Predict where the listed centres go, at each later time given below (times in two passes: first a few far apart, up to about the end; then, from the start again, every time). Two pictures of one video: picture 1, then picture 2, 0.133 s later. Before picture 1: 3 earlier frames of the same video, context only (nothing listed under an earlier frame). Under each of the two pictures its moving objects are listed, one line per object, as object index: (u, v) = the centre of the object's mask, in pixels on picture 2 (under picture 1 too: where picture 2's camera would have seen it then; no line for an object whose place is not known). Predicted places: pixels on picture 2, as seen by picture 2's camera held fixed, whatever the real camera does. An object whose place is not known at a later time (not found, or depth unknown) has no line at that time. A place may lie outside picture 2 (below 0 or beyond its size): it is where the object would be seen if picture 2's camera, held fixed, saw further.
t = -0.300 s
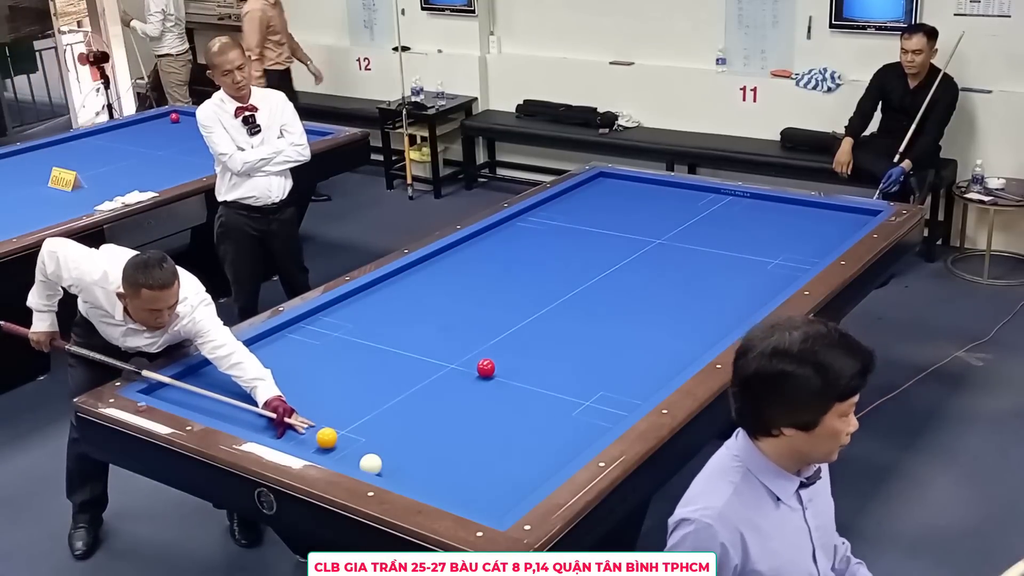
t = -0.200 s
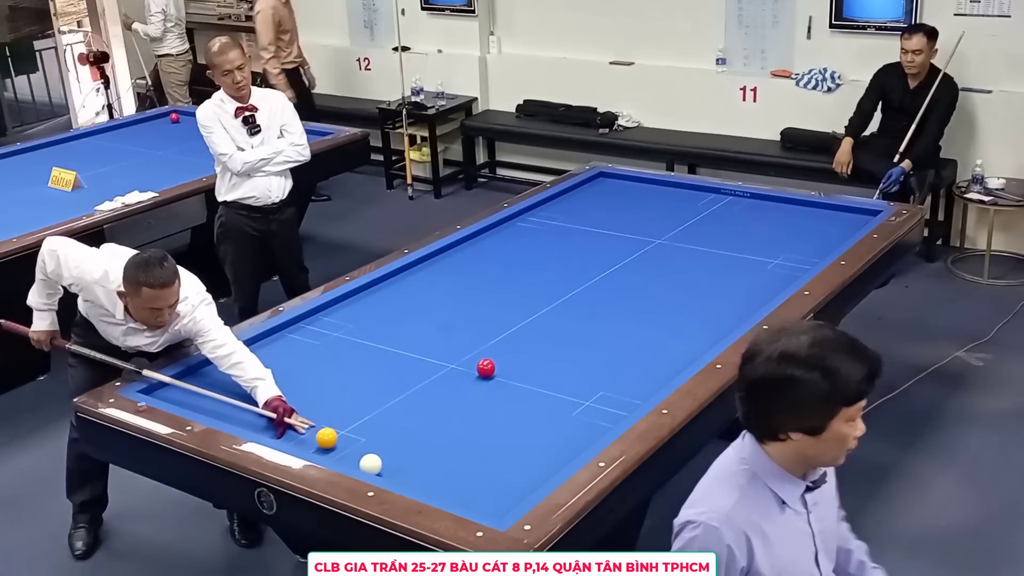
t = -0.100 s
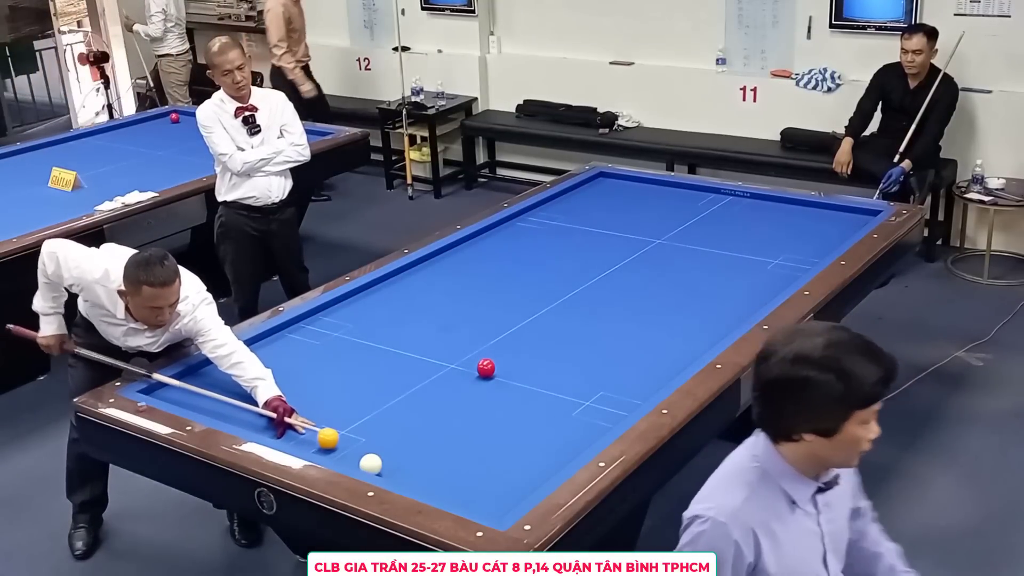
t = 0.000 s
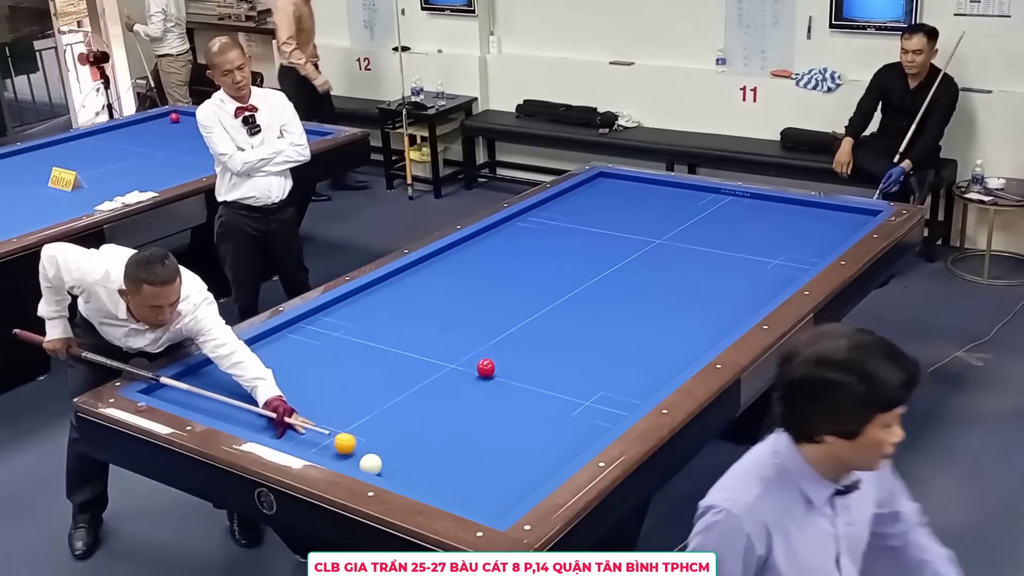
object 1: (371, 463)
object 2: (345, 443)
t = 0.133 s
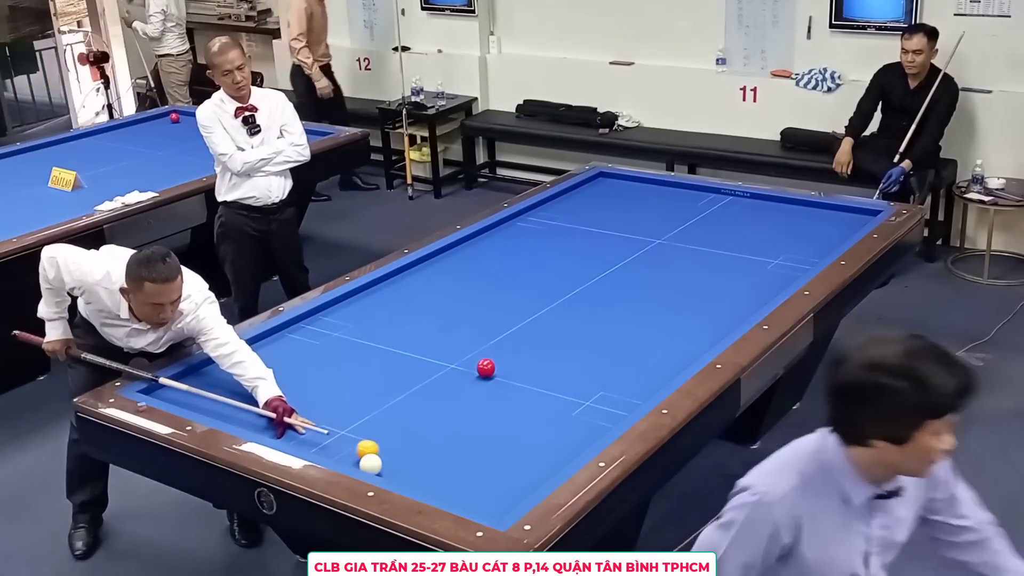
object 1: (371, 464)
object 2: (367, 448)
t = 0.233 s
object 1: (370, 465)
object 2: (386, 454)
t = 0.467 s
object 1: (377, 465)
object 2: (429, 458)
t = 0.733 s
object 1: (386, 464)
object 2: (478, 463)
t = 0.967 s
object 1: (393, 464)
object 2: (521, 467)
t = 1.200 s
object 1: (399, 462)
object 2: (545, 465)
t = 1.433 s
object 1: (405, 461)
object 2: (535, 452)
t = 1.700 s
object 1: (410, 460)
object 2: (523, 438)
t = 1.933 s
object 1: (413, 459)
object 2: (513, 426)
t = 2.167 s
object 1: (416, 459)
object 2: (505, 415)
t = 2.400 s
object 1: (418, 458)
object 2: (496, 405)
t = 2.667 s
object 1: (420, 458)
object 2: (488, 395)
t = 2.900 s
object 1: (421, 458)
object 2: (480, 386)
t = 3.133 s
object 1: (421, 458)
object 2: (474, 378)
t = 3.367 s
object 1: (421, 458)
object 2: (466, 371)
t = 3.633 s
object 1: (421, 458)
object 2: (456, 365)
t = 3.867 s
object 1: (421, 458)
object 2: (448, 360)
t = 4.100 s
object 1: (421, 458)
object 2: (440, 355)
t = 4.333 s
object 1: (421, 458)
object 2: (433, 351)
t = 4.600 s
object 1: (421, 458)
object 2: (425, 346)
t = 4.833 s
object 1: (421, 458)
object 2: (419, 342)
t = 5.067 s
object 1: (421, 458)
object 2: (413, 339)
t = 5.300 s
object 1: (421, 458)
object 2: (408, 336)
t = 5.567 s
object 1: (421, 458)
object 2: (402, 332)
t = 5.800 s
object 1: (421, 458)
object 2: (398, 330)
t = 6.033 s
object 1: (421, 458)
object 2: (393, 327)
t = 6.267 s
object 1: (421, 458)
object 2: (389, 325)
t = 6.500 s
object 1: (421, 458)
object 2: (386, 323)
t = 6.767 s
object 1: (421, 458)
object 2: (382, 321)
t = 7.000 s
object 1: (421, 458)
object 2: (379, 319)
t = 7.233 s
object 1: (421, 458)
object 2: (377, 318)
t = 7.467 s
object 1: (421, 458)
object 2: (375, 317)
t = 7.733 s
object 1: (421, 458)
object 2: (372, 316)
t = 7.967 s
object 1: (421, 458)
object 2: (371, 316)
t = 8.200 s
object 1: (421, 458)
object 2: (369, 315)
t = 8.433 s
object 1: (421, 458)
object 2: (369, 315)
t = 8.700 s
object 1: (421, 458)
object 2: (368, 315)
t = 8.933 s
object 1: (421, 458)
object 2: (368, 315)
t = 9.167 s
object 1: (421, 458)
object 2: (368, 315)
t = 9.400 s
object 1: (421, 458)
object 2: (368, 315)
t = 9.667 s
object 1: (421, 458)
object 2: (368, 315)
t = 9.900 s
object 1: (421, 458)
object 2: (368, 315)
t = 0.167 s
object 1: (371, 464)
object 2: (373, 449)
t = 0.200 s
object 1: (371, 464)
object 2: (380, 452)
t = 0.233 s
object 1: (370, 465)
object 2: (386, 454)
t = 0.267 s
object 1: (370, 465)
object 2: (391, 455)
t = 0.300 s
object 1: (371, 465)
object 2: (398, 455)
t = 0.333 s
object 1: (372, 465)
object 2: (404, 456)
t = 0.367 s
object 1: (373, 465)
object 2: (410, 456)
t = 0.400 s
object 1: (375, 465)
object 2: (416, 457)
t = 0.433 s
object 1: (376, 465)
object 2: (423, 458)
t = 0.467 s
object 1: (377, 465)
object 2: (429, 458)
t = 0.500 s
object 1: (378, 465)
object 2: (435, 459)
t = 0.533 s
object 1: (379, 465)
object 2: (441, 460)
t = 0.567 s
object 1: (380, 465)
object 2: (447, 460)
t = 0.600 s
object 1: (381, 465)
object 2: (453, 461)
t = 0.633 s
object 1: (382, 465)
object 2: (459, 461)
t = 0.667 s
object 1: (384, 465)
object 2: (466, 462)
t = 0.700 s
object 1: (385, 465)
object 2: (472, 463)
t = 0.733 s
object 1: (386, 464)
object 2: (478, 463)
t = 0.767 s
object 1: (387, 464)
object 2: (484, 464)
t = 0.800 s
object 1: (388, 464)
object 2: (490, 464)
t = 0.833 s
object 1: (389, 464)
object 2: (497, 465)
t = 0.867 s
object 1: (390, 464)
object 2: (503, 466)
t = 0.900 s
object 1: (391, 464)
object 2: (509, 466)
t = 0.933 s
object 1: (392, 464)
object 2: (515, 467)
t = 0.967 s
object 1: (393, 464)
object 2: (521, 467)
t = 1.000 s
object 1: (394, 463)
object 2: (527, 468)
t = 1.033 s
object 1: (395, 463)
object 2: (533, 468)
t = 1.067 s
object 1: (396, 463)
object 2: (539, 469)
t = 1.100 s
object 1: (397, 463)
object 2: (545, 469)
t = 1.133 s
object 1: (398, 463)
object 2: (549, 468)
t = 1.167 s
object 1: (398, 463)
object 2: (547, 467)
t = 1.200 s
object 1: (399, 462)
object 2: (545, 465)
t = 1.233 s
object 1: (400, 462)
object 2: (544, 463)
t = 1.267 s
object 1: (401, 462)
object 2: (542, 461)
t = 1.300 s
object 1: (402, 462)
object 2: (541, 459)
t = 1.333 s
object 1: (402, 462)
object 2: (539, 458)
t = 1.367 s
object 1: (403, 461)
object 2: (538, 455)
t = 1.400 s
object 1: (404, 461)
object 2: (536, 454)
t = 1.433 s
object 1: (405, 461)
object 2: (535, 452)
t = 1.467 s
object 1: (405, 461)
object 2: (533, 450)
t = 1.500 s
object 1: (406, 461)
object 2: (531, 448)
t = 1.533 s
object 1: (407, 461)
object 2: (530, 446)
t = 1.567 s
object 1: (407, 461)
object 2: (528, 445)
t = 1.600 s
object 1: (408, 461)
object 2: (527, 443)
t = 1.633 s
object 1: (408, 460)
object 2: (526, 441)
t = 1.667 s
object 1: (409, 460)
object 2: (524, 439)
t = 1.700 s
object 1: (410, 460)
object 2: (523, 438)
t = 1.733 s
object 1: (410, 460)
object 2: (522, 436)
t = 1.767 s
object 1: (411, 460)
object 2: (520, 434)
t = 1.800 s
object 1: (411, 460)
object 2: (519, 432)
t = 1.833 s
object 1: (412, 460)
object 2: (517, 431)
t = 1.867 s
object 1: (412, 459)
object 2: (516, 429)
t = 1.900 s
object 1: (413, 459)
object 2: (515, 428)
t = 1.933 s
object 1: (413, 459)
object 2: (513, 426)
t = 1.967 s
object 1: (414, 459)
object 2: (512, 424)
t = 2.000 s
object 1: (414, 459)
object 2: (511, 423)
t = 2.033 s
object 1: (414, 459)
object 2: (510, 421)
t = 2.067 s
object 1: (415, 459)
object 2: (508, 420)
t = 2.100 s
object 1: (415, 459)
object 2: (507, 418)
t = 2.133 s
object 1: (416, 459)
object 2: (506, 417)
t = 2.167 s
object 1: (416, 459)
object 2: (505, 415)
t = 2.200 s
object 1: (416, 459)
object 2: (503, 414)
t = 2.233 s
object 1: (417, 459)
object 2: (502, 412)
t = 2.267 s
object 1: (417, 458)
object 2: (501, 411)
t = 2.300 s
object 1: (417, 458)
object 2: (500, 409)
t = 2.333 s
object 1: (418, 459)
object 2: (499, 408)
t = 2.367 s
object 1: (418, 458)
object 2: (497, 407)
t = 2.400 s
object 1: (418, 458)
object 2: (496, 405)
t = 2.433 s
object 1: (418, 458)
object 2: (495, 404)
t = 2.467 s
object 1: (419, 458)
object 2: (494, 402)
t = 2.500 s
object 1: (419, 459)
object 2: (493, 401)
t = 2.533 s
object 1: (419, 458)
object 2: (492, 400)
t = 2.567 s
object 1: (419, 458)
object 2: (491, 398)
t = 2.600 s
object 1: (419, 458)
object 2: (490, 397)
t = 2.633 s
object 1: (420, 458)
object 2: (489, 396)
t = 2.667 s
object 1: (420, 458)
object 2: (488, 395)
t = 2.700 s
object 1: (420, 458)
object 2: (487, 393)
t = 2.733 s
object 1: (420, 458)
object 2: (485, 392)
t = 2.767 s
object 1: (420, 458)
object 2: (485, 391)
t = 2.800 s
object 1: (420, 458)
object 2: (483, 390)
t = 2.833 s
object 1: (420, 458)
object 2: (482, 388)
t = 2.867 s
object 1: (421, 458)
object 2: (481, 387)
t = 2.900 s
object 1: (421, 458)
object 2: (480, 386)
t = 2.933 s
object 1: (421, 458)
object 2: (479, 385)
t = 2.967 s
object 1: (421, 458)
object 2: (478, 384)
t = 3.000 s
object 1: (421, 458)
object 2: (477, 382)
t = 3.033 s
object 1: (421, 458)
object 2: (477, 381)
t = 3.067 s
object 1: (421, 458)
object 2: (476, 380)
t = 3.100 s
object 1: (421, 458)
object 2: (475, 379)
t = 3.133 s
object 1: (421, 458)
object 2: (474, 378)
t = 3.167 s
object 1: (421, 458)
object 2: (473, 377)
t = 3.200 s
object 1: (421, 458)
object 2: (472, 376)
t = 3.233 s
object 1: (421, 458)
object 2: (471, 375)
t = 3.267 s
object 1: (421, 458)
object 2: (470, 374)
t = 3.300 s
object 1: (421, 458)
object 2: (469, 373)
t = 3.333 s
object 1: (421, 458)
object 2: (468, 372)
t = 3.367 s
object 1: (421, 458)
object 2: (466, 371)
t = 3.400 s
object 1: (421, 458)
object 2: (465, 370)
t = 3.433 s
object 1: (421, 458)
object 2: (464, 369)
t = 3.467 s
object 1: (421, 458)
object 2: (462, 369)
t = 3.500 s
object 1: (421, 458)
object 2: (461, 368)
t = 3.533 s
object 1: (421, 458)
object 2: (460, 367)
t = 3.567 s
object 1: (421, 458)
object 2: (459, 366)
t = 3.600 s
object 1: (421, 458)
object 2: (457, 365)
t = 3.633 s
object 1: (421, 458)
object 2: (456, 365)
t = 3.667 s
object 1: (421, 458)
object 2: (455, 364)
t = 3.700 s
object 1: (421, 458)
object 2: (454, 363)
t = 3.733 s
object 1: (421, 458)
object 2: (453, 362)
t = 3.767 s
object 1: (421, 458)
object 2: (451, 362)
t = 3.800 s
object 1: (421, 458)
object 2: (450, 361)
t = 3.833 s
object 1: (421, 458)
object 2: (449, 360)
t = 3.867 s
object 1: (421, 458)
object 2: (448, 360)
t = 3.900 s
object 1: (421, 458)
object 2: (447, 359)
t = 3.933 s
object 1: (421, 458)
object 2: (445, 358)
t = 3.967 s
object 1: (421, 458)
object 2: (444, 358)
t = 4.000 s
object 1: (421, 458)
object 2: (443, 357)
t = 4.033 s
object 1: (421, 458)
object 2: (442, 356)
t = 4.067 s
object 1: (421, 458)
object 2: (441, 356)
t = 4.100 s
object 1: (421, 458)
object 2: (440, 355)
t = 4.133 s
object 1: (421, 458)
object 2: (439, 354)
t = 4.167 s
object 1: (421, 458)
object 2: (438, 354)
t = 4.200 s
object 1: (421, 458)
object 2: (437, 353)
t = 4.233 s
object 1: (421, 458)
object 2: (436, 352)
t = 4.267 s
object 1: (421, 458)
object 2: (435, 352)
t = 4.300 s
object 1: (421, 458)
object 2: (434, 351)
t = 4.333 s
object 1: (421, 458)
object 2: (433, 351)
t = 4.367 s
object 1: (421, 458)
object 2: (432, 350)
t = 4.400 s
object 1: (421, 458)
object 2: (431, 350)
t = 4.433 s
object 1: (421, 458)
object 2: (430, 349)
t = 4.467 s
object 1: (421, 458)
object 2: (429, 348)
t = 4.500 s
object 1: (421, 458)
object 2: (428, 348)
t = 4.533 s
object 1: (421, 458)
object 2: (427, 347)
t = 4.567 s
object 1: (421, 458)
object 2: (426, 347)
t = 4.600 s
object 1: (421, 458)
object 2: (425, 346)
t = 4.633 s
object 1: (421, 458)
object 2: (424, 346)
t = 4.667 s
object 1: (421, 458)
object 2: (423, 345)
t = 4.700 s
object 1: (421, 458)
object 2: (422, 344)
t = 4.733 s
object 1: (421, 458)
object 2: (422, 344)
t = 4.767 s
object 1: (421, 458)
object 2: (421, 343)
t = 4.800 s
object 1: (421, 458)
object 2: (420, 343)
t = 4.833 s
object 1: (421, 458)
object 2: (419, 342)
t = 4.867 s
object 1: (421, 458)
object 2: (418, 342)
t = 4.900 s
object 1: (421, 458)
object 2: (417, 341)
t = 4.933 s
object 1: (421, 458)
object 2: (417, 341)
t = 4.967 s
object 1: (421, 458)
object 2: (416, 340)
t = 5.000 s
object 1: (421, 458)
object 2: (415, 340)
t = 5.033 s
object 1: (421, 458)
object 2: (414, 339)
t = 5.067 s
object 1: (421, 458)
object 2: (413, 339)
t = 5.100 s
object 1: (421, 458)
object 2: (412, 338)
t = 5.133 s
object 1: (421, 458)
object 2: (412, 338)
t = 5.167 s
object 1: (421, 458)
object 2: (411, 337)
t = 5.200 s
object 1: (421, 458)
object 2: (410, 337)
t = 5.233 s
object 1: (421, 458)
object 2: (409, 336)
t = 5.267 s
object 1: (421, 458)
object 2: (409, 336)
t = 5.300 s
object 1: (421, 458)
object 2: (408, 336)
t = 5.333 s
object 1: (421, 458)
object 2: (407, 335)
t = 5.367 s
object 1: (421, 458)
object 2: (406, 335)
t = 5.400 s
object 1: (421, 458)
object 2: (406, 334)
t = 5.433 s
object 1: (421, 458)
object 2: (405, 334)
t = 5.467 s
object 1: (421, 458)
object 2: (404, 333)
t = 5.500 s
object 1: (421, 458)
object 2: (403, 333)
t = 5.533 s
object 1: (421, 458)
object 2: (403, 332)
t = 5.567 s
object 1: (421, 458)
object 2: (402, 332)
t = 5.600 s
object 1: (421, 458)
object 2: (401, 332)
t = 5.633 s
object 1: (421, 458)
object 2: (401, 331)
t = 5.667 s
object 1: (421, 458)
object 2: (400, 331)
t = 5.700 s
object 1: (421, 458)
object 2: (400, 331)
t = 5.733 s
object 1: (421, 458)
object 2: (399, 330)
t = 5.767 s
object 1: (421, 458)
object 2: (398, 330)
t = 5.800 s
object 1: (421, 458)
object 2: (398, 330)
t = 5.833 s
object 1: (421, 458)
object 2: (397, 329)
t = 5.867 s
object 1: (421, 458)
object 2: (396, 329)
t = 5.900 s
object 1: (421, 458)
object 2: (396, 328)
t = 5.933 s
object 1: (421, 458)
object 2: (395, 328)
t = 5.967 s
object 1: (421, 458)
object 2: (395, 328)
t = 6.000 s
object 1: (421, 458)
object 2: (394, 327)
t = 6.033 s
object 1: (421, 458)
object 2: (393, 327)
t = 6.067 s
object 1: (421, 458)
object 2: (393, 327)
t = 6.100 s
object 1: (421, 458)
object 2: (392, 327)
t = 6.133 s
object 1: (421, 458)
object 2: (392, 326)
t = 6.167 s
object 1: (421, 458)
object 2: (391, 326)
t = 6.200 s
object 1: (421, 458)
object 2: (391, 325)
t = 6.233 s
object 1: (421, 458)
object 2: (390, 325)
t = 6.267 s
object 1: (421, 458)
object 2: (389, 325)
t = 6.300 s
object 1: (421, 458)
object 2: (389, 325)
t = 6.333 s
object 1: (421, 458)
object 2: (388, 324)
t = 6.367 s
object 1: (421, 458)
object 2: (388, 324)
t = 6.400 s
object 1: (421, 458)
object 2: (387, 324)
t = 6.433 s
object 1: (421, 458)
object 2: (387, 323)
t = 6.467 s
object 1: (421, 458)
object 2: (386, 323)
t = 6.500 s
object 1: (421, 458)
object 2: (386, 323)
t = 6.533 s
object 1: (421, 458)
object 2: (386, 323)
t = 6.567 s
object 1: (421, 458)
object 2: (385, 322)
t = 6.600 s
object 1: (421, 458)
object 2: (385, 322)
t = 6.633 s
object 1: (421, 458)
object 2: (384, 322)
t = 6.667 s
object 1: (421, 458)
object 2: (384, 322)
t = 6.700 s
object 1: (421, 458)
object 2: (383, 321)
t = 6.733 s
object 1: (421, 458)
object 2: (383, 321)
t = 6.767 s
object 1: (421, 458)
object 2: (382, 321)
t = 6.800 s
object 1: (421, 458)
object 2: (382, 321)
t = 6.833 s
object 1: (421, 458)
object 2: (381, 320)
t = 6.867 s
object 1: (421, 458)
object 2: (381, 320)
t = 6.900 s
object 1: (421, 458)
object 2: (381, 320)
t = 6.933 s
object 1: (421, 458)
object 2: (380, 320)
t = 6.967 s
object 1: (421, 458)
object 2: (380, 320)
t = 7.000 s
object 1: (421, 458)
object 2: (379, 319)
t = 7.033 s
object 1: (421, 458)
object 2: (379, 319)
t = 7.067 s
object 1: (421, 458)
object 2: (379, 319)
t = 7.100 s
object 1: (421, 458)
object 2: (378, 319)
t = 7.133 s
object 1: (421, 458)
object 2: (378, 319)
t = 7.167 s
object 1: (421, 458)
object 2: (378, 318)
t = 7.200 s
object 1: (421, 458)
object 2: (377, 318)
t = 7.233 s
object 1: (421, 458)
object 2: (377, 318)
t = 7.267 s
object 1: (421, 458)
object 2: (377, 318)
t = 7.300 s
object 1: (421, 458)
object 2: (376, 318)
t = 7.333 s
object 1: (421, 458)
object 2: (376, 317)
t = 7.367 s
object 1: (421, 458)
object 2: (376, 317)
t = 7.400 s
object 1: (421, 458)
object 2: (375, 317)
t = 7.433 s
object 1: (421, 458)
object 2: (375, 317)
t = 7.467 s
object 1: (421, 458)
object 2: (375, 317)
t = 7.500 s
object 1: (421, 458)
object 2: (374, 317)
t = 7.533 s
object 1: (421, 458)
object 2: (374, 317)
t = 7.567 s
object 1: (421, 458)
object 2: (374, 317)
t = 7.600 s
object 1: (421, 458)
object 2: (373, 317)
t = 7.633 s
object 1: (421, 458)
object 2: (373, 316)
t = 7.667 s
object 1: (421, 458)
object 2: (373, 316)
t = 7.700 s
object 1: (421, 458)
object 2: (373, 316)
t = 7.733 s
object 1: (421, 458)
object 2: (372, 316)
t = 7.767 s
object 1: (421, 458)
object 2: (372, 316)
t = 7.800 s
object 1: (421, 458)
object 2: (372, 316)
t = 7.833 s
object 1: (421, 458)
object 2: (372, 316)
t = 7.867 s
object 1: (421, 458)
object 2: (371, 316)
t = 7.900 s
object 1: (421, 458)
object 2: (371, 316)
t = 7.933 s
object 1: (421, 458)
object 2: (371, 316)
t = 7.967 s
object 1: (421, 458)
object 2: (371, 316)
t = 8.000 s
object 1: (421, 458)
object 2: (371, 315)
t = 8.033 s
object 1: (421, 458)
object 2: (370, 315)
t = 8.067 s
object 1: (421, 458)
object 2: (370, 315)
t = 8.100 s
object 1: (421, 458)
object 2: (370, 315)
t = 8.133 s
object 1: (421, 458)
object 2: (370, 315)
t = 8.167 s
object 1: (421, 458)
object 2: (370, 315)
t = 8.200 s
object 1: (421, 458)
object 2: (369, 315)
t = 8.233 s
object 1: (421, 458)
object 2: (369, 315)
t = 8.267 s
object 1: (421, 458)
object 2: (369, 315)
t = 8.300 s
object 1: (421, 458)
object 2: (369, 315)
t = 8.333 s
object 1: (421, 458)
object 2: (369, 315)
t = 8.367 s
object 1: (421, 458)
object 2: (369, 315)
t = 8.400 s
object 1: (421, 458)
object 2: (369, 315)
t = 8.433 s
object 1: (421, 458)
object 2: (369, 315)
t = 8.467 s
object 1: (421, 458)
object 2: (369, 315)
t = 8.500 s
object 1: (421, 458)
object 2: (369, 315)
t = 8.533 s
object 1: (421, 458)
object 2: (368, 315)
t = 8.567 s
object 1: (421, 458)
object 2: (368, 315)
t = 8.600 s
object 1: (421, 458)
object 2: (368, 315)
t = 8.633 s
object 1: (421, 458)
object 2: (368, 315)
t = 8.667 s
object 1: (421, 458)
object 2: (368, 315)
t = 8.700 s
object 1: (421, 458)
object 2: (368, 315)
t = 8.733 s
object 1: (421, 458)
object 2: (368, 315)
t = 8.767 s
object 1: (421, 458)
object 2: (368, 315)
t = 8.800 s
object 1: (421, 458)
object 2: (368, 315)
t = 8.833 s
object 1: (421, 458)
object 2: (368, 315)
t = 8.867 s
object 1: (421, 458)
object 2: (368, 315)
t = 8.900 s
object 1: (421, 458)
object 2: (368, 315)
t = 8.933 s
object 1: (421, 458)
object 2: (368, 315)
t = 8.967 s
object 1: (421, 458)
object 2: (368, 315)
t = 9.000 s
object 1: (421, 458)
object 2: (368, 315)
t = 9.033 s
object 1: (421, 458)
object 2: (368, 315)
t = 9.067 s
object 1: (421, 458)
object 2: (368, 315)
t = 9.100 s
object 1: (421, 458)
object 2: (368, 315)
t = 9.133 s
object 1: (421, 458)
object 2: (368, 315)
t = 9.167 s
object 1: (421, 458)
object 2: (368, 315)
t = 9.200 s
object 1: (421, 458)
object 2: (368, 315)
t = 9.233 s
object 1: (421, 458)
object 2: (368, 315)
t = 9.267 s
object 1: (421, 458)
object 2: (368, 315)
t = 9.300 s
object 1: (421, 458)
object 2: (368, 315)
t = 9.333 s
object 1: (422, 458)
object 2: (368, 315)
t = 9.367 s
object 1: (421, 458)
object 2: (368, 315)
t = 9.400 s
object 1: (421, 458)
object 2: (368, 315)
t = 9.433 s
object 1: (421, 458)
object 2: (368, 315)
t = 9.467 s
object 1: (421, 458)
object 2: (368, 315)
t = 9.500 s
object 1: (421, 458)
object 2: (368, 315)
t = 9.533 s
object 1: (421, 458)
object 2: (368, 315)
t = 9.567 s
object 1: (421, 458)
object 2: (368, 315)
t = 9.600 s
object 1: (421, 458)
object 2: (368, 315)
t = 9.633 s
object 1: (422, 458)
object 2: (368, 315)
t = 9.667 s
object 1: (421, 458)
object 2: (368, 315)
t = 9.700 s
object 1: (421, 458)
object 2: (368, 315)
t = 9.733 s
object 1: (421, 458)
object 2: (368, 315)
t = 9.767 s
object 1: (421, 458)
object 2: (368, 315)
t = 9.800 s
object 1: (421, 458)
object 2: (368, 315)
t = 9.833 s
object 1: (421, 458)
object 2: (368, 315)
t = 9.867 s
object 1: (421, 458)
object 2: (368, 315)
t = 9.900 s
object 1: (421, 458)
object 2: (368, 315)
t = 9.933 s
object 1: (421, 458)
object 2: (368, 315)
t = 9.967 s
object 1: (421, 458)
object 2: (368, 315)
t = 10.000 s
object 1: (421, 458)
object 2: (368, 315)
